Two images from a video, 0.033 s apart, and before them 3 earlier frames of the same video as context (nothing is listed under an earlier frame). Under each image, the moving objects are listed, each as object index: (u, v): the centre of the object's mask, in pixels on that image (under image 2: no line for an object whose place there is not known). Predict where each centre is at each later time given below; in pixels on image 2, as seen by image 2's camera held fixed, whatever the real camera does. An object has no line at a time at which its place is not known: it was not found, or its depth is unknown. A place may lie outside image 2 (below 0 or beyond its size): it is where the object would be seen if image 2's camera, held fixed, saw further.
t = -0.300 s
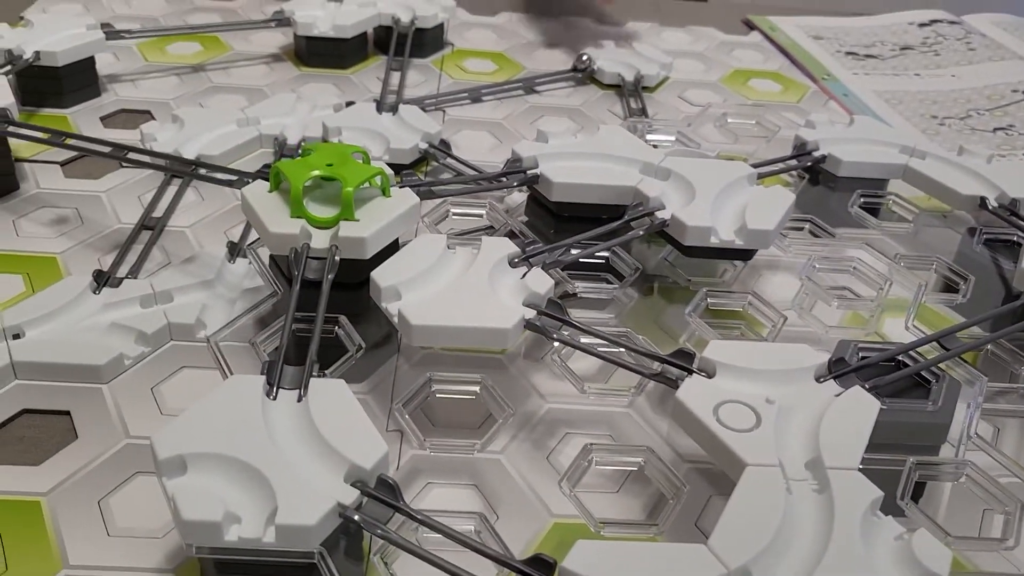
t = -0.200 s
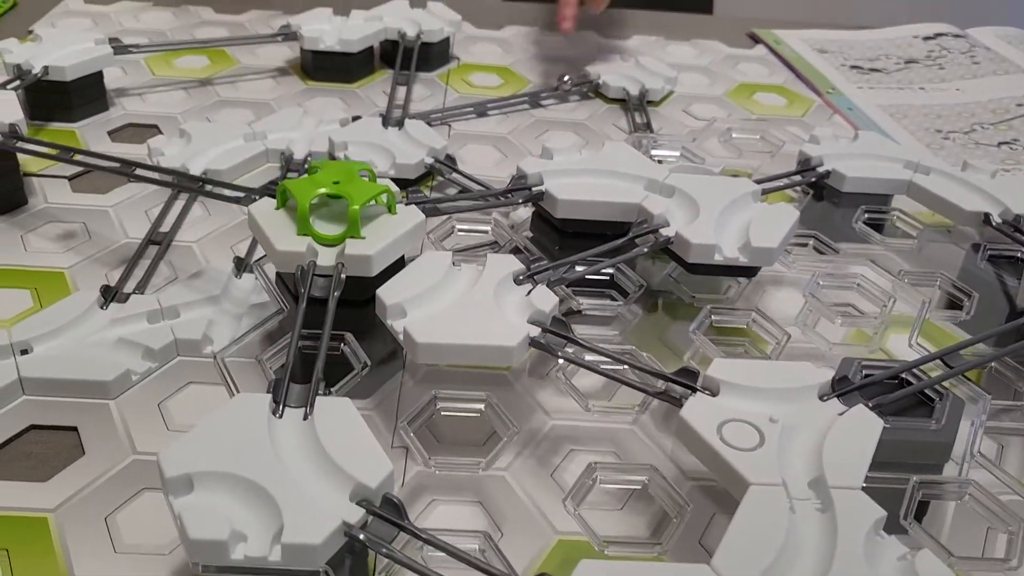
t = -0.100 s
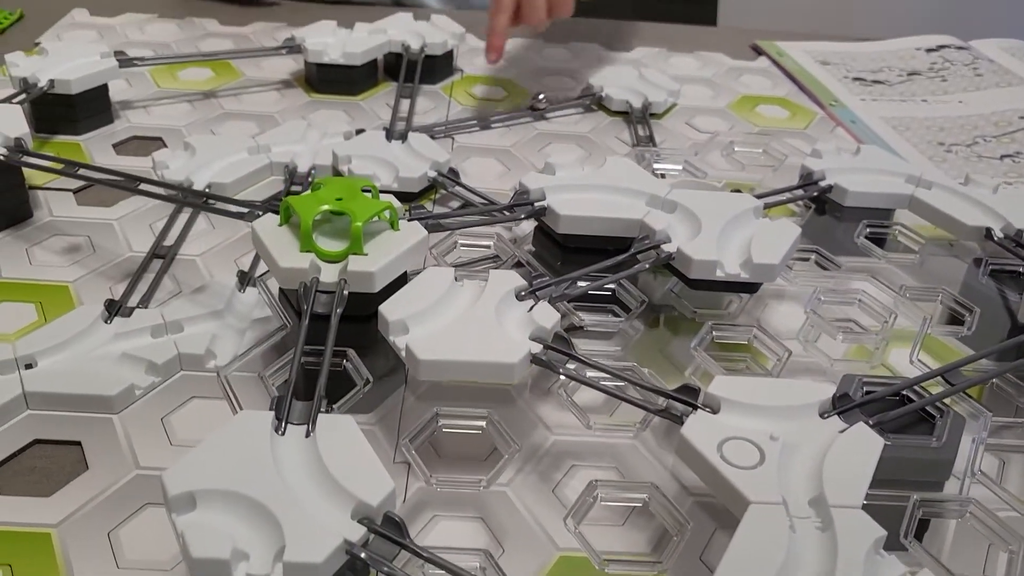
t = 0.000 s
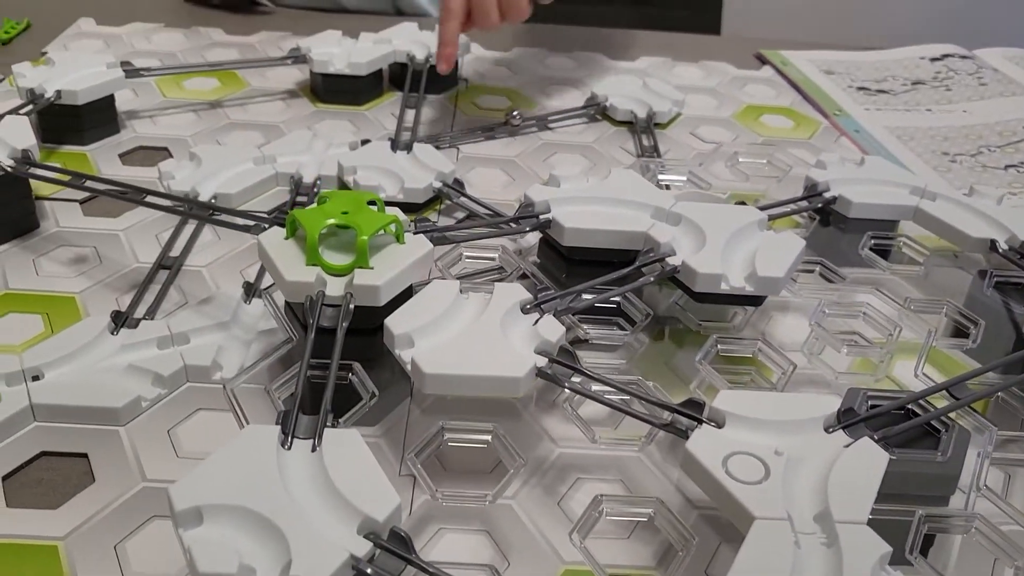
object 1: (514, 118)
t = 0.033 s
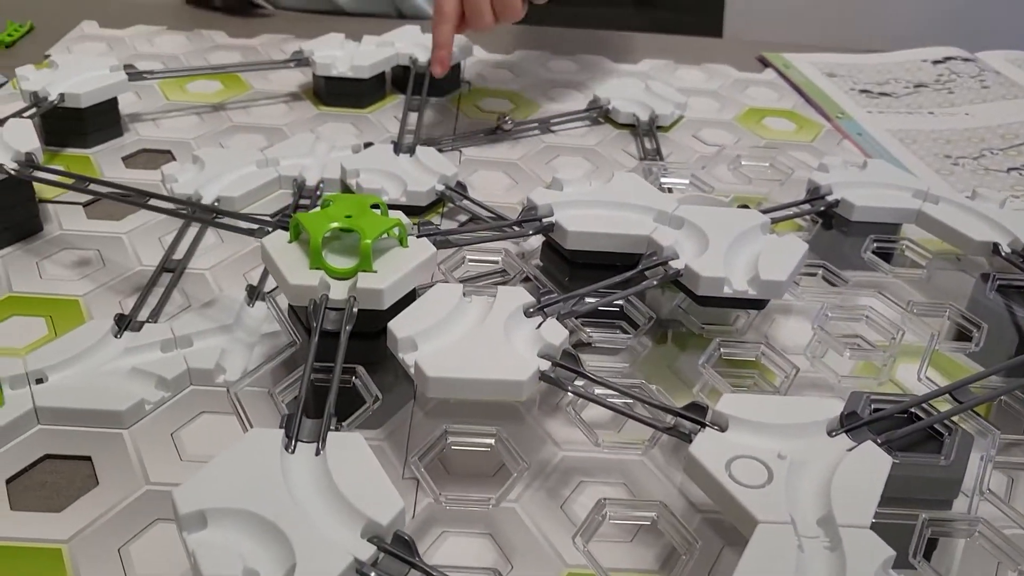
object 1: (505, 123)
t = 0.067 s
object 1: (493, 125)
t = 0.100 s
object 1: (482, 127)
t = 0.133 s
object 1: (470, 128)
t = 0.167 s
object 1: (458, 130)
